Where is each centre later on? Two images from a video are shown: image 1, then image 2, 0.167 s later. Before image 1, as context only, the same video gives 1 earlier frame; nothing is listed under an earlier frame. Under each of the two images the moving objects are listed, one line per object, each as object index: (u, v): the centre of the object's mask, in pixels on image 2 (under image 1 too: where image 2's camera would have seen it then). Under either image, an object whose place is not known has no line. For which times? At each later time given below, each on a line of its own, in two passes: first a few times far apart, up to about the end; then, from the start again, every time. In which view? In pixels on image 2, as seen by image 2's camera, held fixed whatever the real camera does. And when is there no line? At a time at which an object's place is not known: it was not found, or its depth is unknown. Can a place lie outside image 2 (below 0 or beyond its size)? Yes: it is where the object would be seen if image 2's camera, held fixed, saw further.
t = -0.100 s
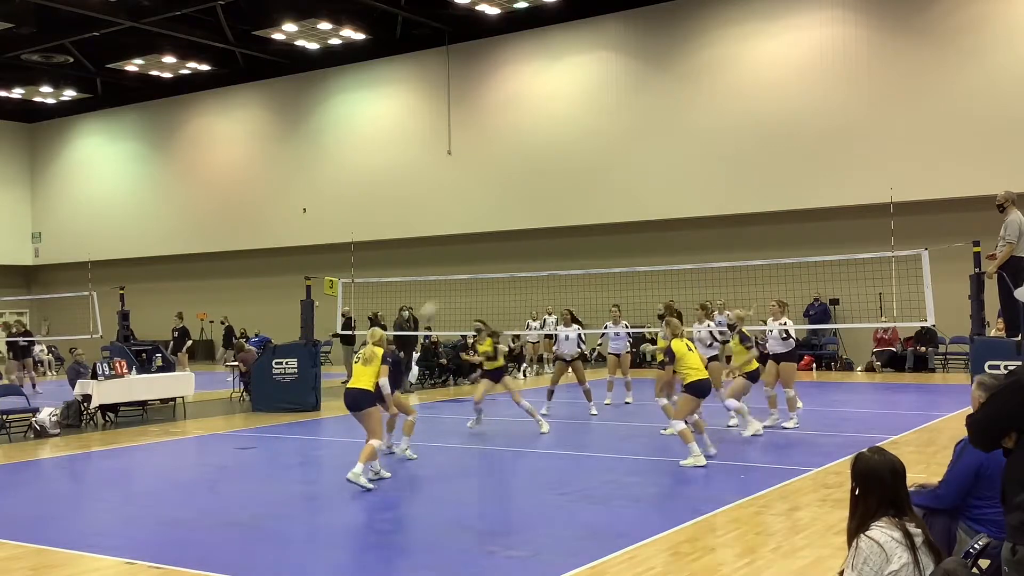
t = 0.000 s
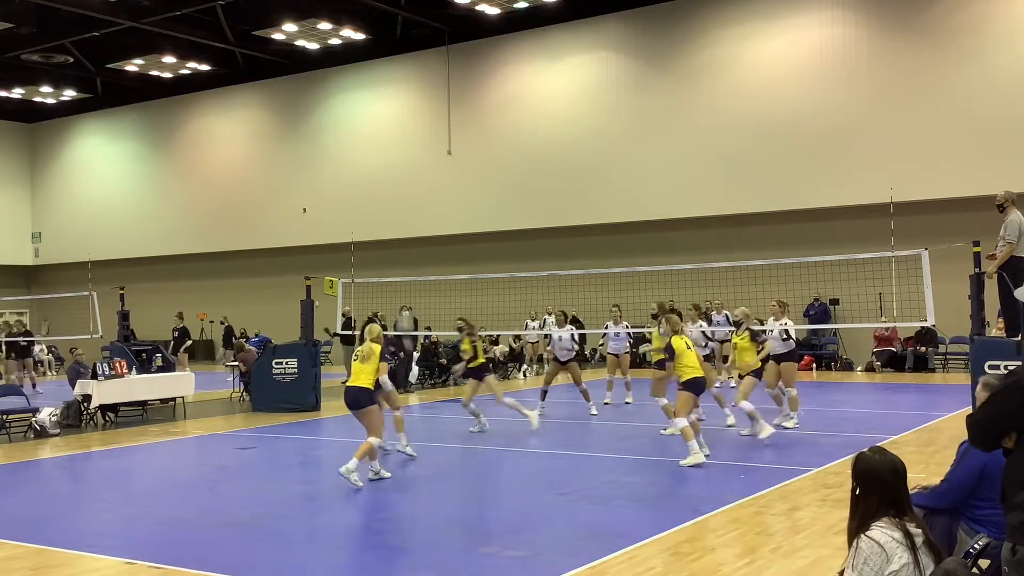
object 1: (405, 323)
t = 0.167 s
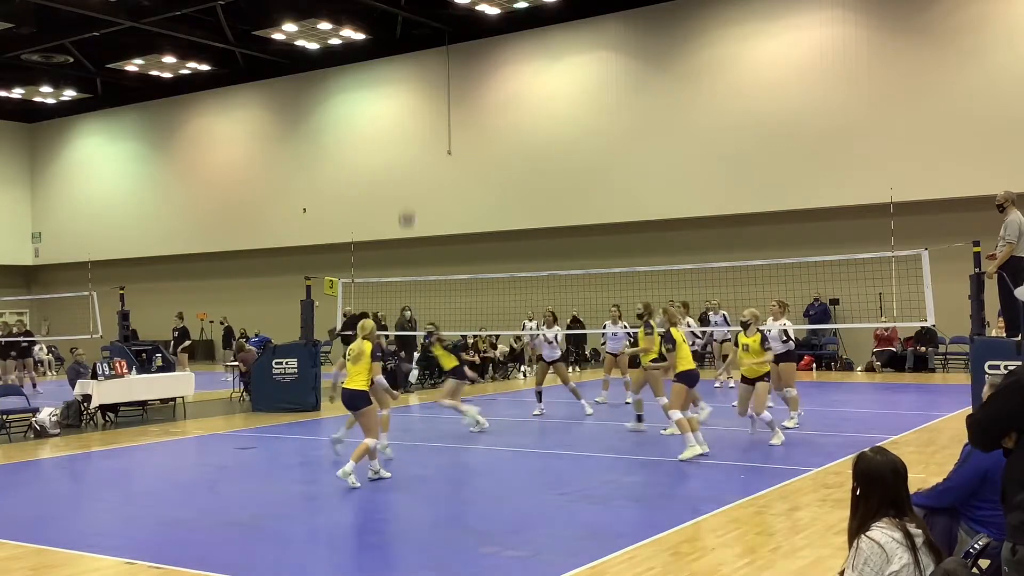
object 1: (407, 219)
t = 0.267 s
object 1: (409, 167)
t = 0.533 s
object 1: (411, 75)
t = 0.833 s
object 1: (415, 37)
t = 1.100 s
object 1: (421, 61)
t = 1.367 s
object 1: (426, 138)
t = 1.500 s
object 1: (430, 194)
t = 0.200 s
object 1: (407, 200)
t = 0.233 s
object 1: (408, 183)
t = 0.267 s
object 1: (409, 167)
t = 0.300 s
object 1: (409, 152)
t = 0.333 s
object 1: (409, 137)
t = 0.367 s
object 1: (409, 124)
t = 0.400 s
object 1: (410, 112)
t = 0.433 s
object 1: (410, 101)
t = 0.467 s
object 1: (410, 91)
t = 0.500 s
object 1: (410, 83)
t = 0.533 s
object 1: (411, 75)
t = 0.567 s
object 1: (411, 66)
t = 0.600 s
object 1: (412, 58)
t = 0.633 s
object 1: (413, 53)
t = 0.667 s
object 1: (413, 48)
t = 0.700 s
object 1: (413, 44)
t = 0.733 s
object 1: (414, 42)
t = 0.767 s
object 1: (414, 39)
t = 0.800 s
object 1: (414, 38)
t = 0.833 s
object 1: (415, 37)
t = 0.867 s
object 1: (415, 38)
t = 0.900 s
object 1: (416, 39)
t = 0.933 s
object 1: (417, 41)
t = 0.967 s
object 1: (417, 43)
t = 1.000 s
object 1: (418, 46)
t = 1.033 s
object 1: (419, 50)
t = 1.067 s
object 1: (420, 55)
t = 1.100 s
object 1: (421, 61)
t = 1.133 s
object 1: (420, 68)
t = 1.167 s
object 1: (421, 77)
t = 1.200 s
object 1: (422, 86)
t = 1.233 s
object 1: (423, 94)
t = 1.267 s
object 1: (424, 105)
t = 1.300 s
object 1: (425, 115)
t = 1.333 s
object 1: (425, 126)
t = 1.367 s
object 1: (426, 138)
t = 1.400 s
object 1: (427, 150)
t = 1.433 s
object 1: (428, 164)
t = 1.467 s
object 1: (429, 179)
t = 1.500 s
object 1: (430, 194)
